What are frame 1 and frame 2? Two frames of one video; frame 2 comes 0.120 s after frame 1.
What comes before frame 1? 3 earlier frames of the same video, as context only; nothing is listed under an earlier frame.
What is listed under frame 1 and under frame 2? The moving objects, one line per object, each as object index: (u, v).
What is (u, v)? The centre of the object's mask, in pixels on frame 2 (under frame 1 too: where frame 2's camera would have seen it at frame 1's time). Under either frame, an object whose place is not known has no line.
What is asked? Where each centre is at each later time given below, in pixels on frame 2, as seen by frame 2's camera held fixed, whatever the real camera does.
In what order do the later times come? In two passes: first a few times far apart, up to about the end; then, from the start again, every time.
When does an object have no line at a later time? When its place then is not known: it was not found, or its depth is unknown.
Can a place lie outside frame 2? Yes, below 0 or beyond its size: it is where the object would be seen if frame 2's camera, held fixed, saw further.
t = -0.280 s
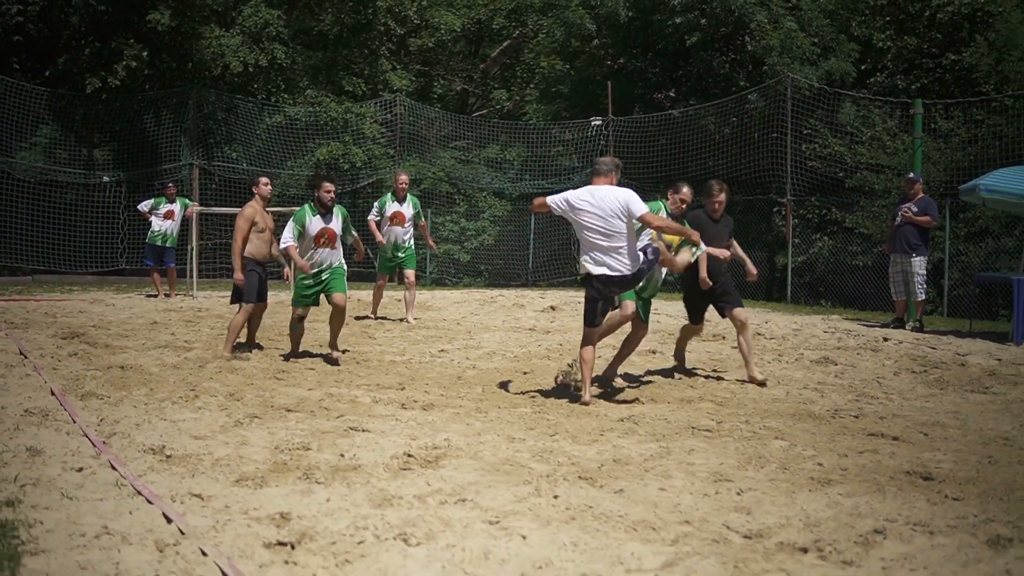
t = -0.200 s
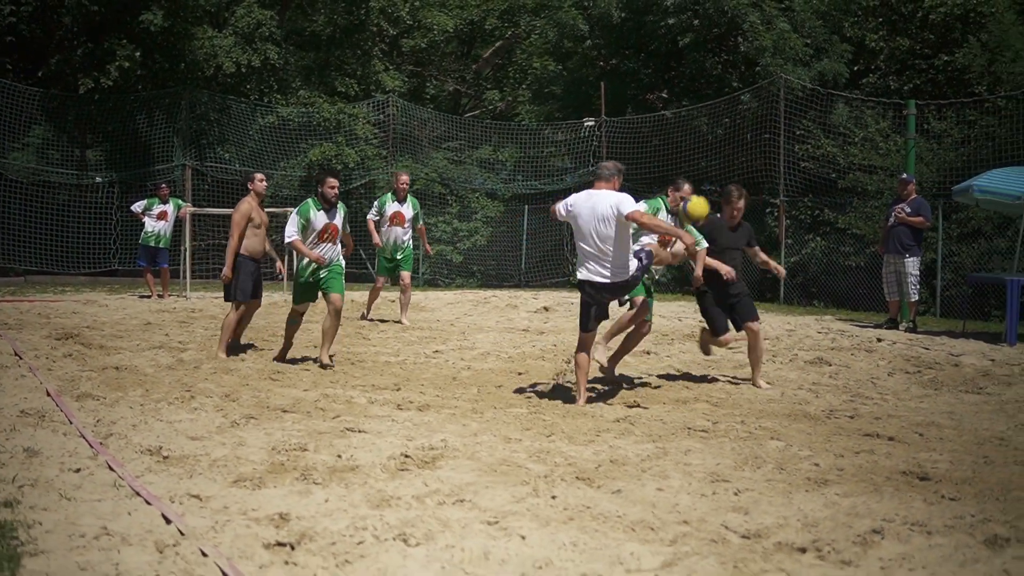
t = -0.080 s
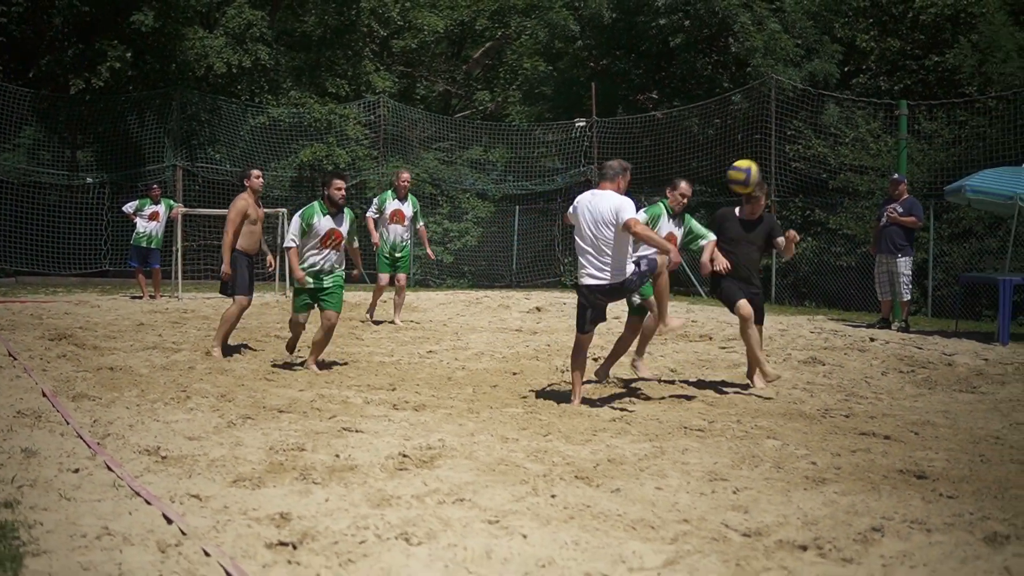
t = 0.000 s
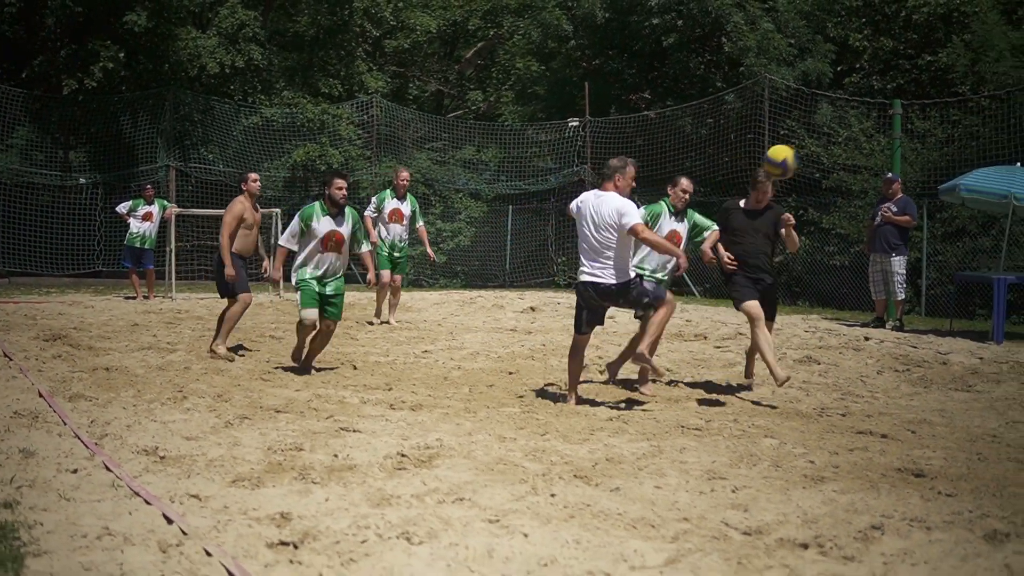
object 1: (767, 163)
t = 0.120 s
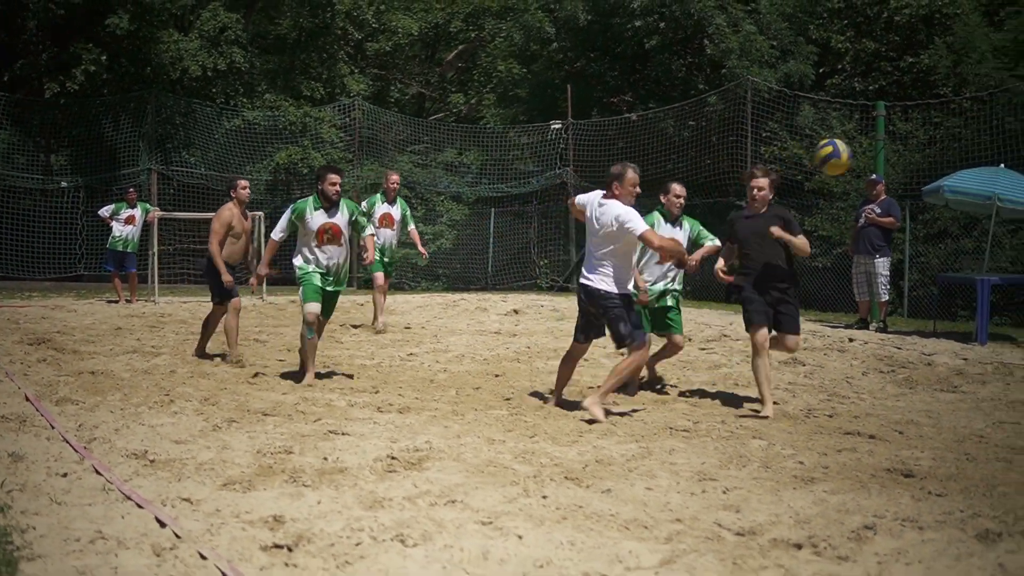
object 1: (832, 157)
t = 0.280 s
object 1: (937, 181)
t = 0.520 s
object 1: (1142, 309)
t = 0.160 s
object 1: (857, 159)
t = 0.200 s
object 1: (883, 165)
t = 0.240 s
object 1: (910, 171)
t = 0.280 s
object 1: (937, 181)
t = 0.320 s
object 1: (968, 194)
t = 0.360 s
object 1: (998, 210)
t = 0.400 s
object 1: (1031, 230)
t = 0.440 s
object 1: (1066, 251)
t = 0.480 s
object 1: (1102, 278)
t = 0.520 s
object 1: (1142, 309)
